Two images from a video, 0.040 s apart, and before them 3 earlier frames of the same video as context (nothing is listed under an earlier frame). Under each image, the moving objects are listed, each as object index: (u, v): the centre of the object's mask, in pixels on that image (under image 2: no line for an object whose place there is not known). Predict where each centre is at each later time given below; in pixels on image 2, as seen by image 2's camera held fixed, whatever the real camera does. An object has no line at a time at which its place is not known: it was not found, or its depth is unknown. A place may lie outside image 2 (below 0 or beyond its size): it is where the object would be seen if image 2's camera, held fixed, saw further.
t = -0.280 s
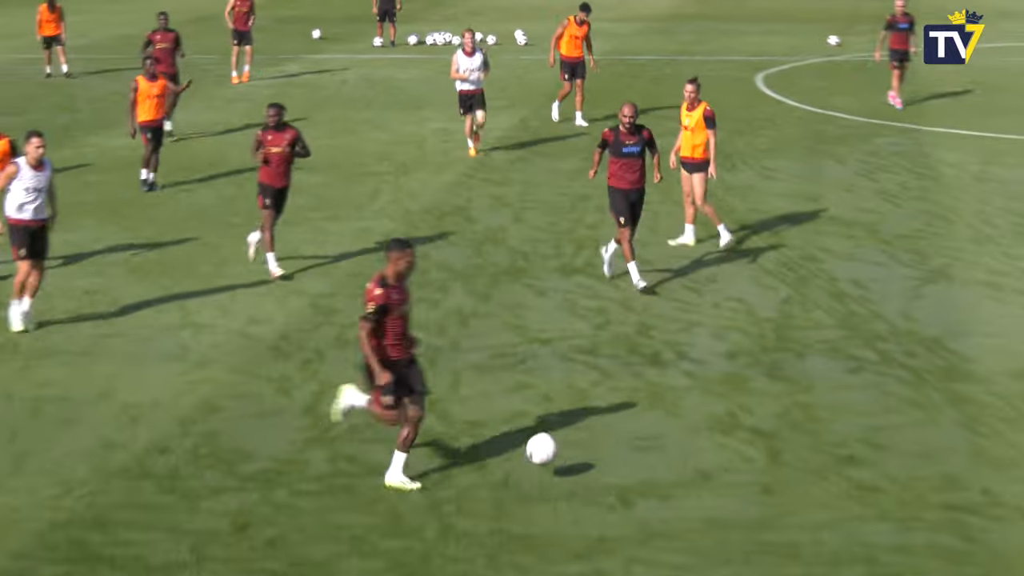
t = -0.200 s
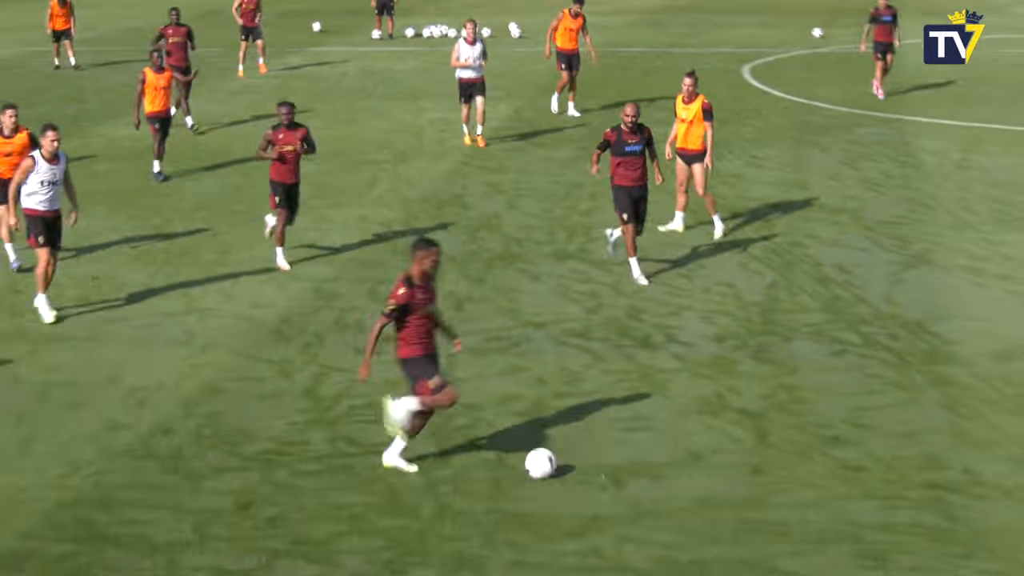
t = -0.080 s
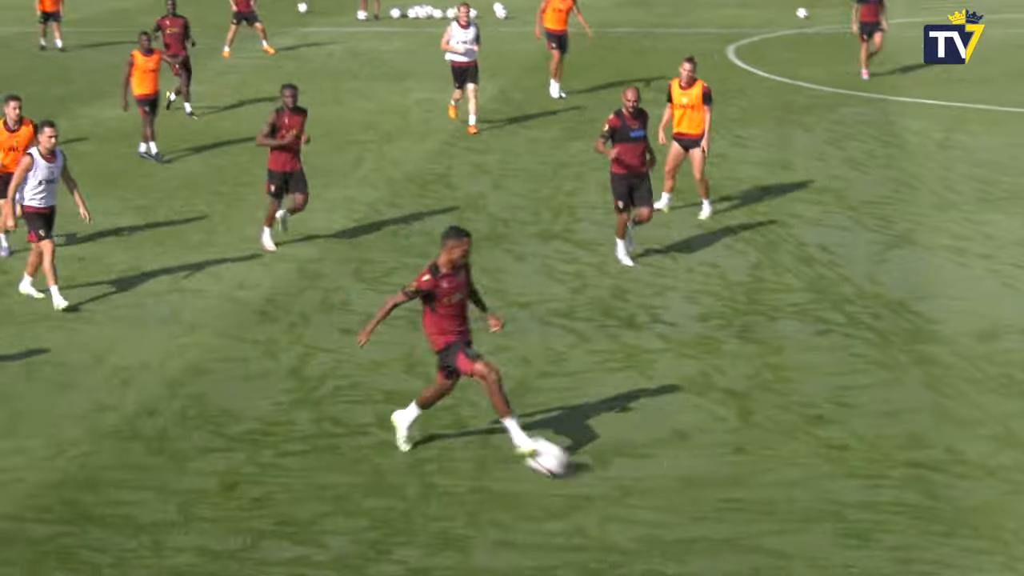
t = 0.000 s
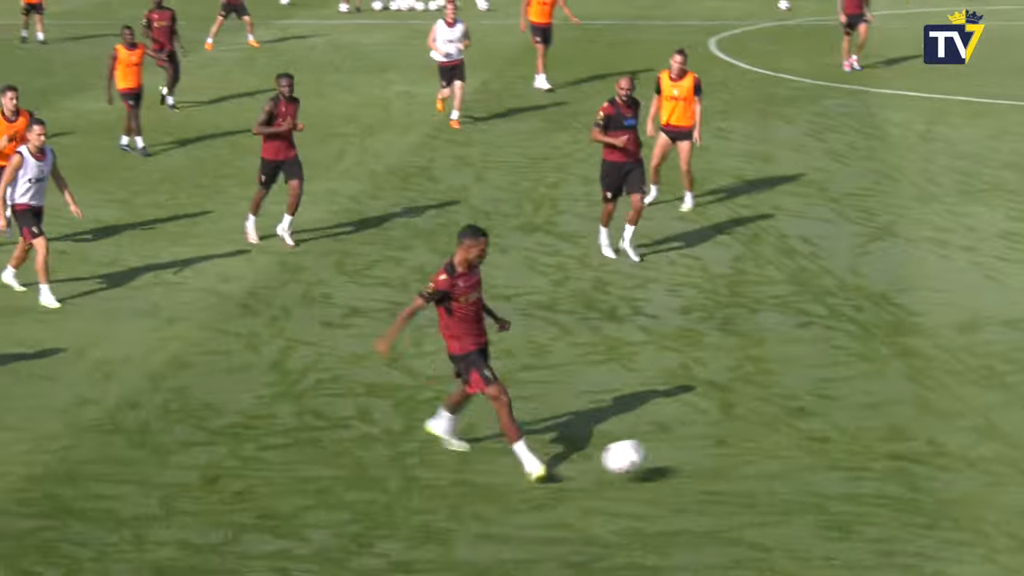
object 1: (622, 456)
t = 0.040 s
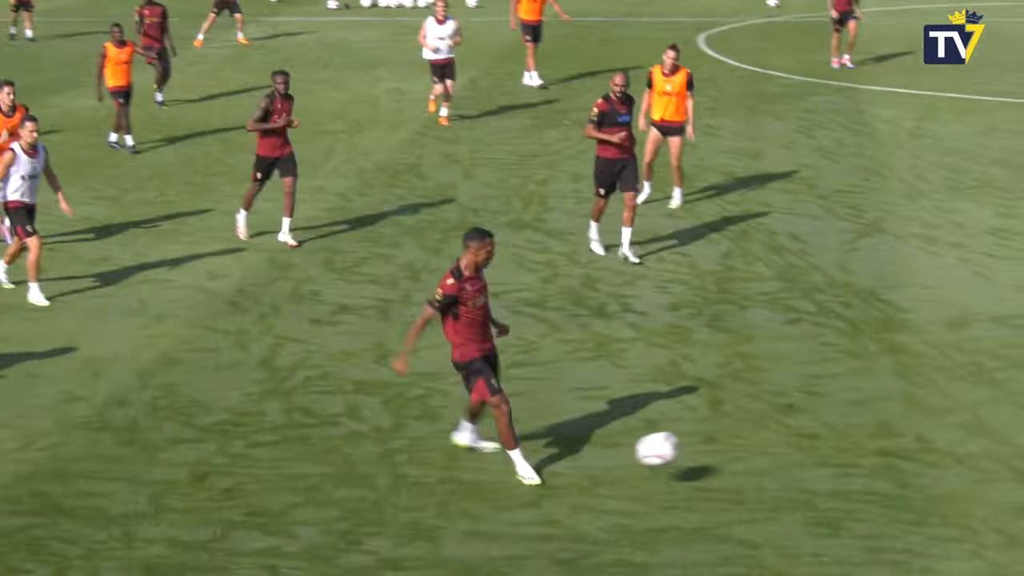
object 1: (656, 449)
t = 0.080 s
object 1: (704, 447)
